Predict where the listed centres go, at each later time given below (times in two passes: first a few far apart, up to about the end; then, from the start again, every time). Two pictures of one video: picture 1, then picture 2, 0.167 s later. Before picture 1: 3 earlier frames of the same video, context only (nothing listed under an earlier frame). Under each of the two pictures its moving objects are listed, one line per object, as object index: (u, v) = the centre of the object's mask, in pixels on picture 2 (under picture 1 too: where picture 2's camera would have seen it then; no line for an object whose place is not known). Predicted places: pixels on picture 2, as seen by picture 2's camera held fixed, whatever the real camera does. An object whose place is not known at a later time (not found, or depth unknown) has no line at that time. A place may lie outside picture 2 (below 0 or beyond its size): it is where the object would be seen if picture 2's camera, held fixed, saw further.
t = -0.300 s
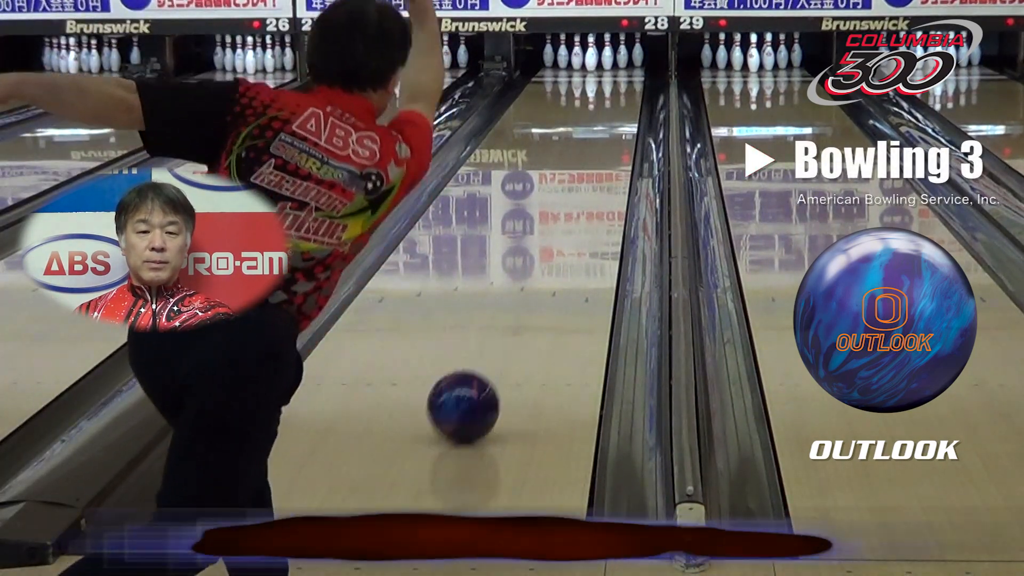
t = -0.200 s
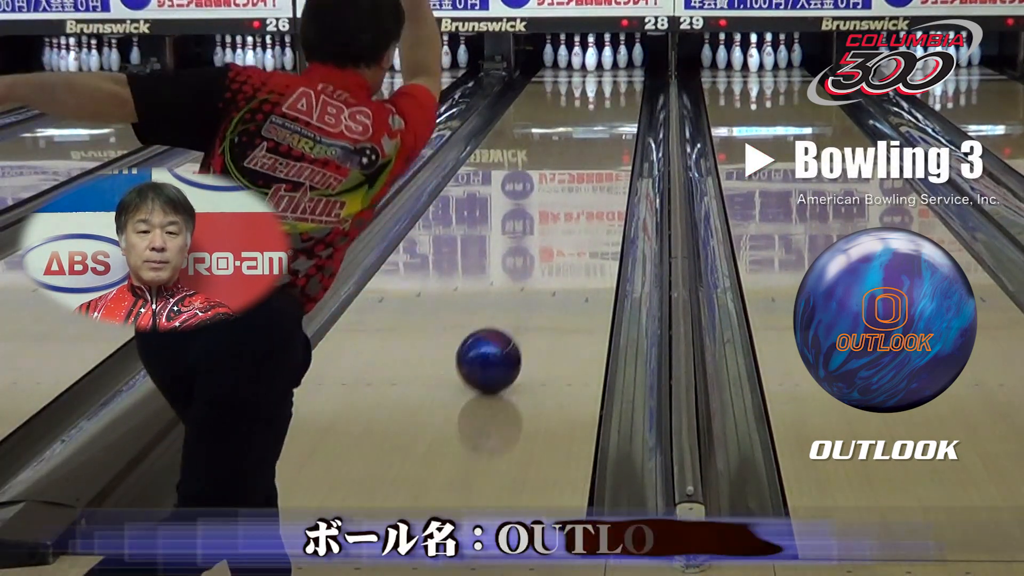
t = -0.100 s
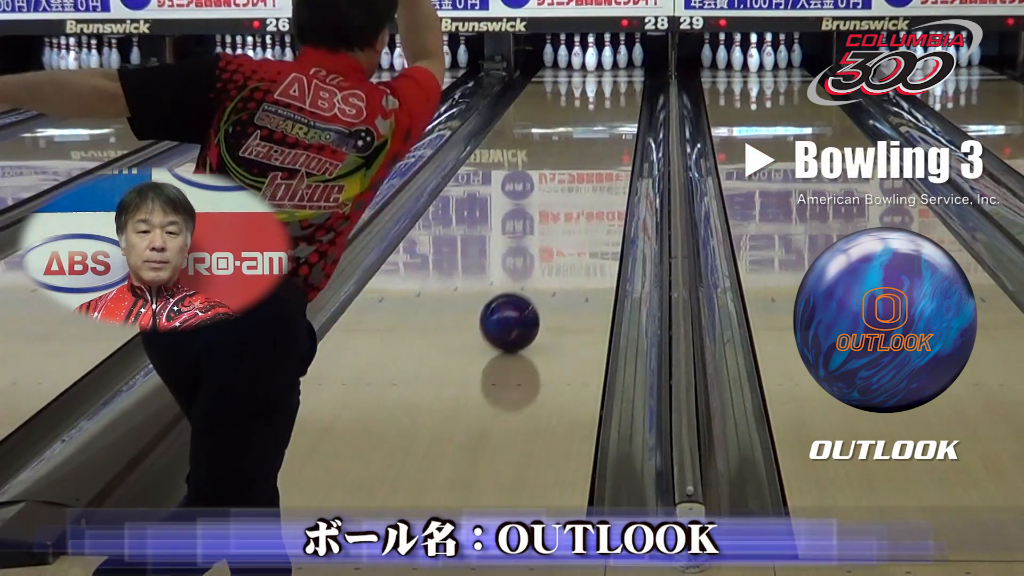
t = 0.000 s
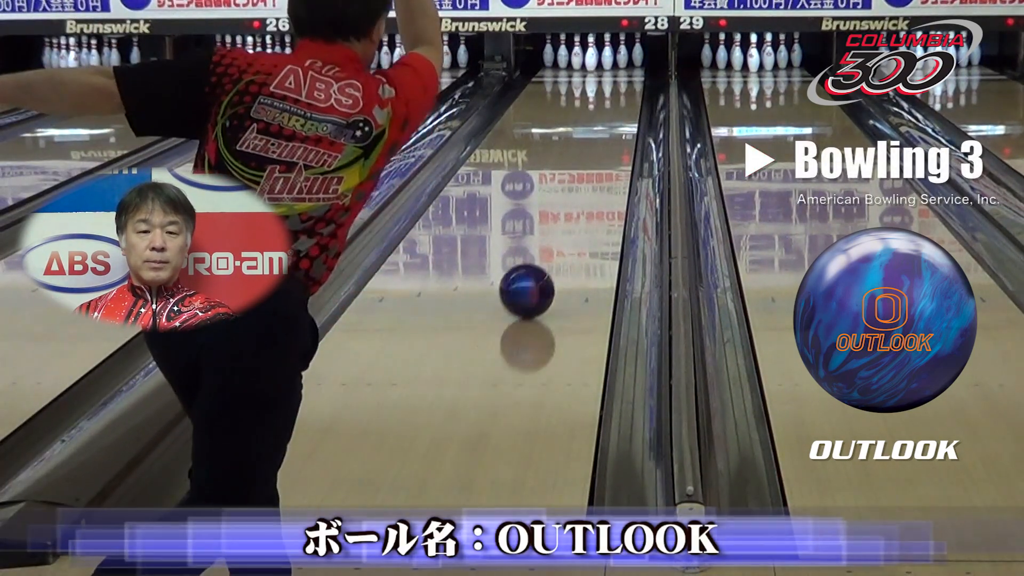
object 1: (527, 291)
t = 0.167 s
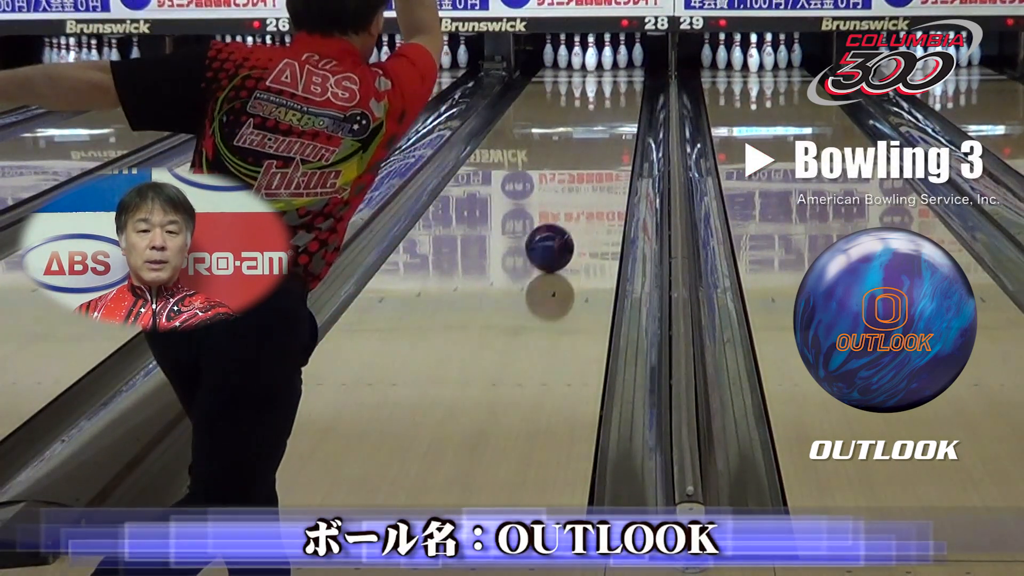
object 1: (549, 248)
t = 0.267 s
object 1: (560, 227)
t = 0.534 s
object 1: (581, 182)
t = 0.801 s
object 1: (595, 148)
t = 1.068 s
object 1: (604, 122)
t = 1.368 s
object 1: (609, 100)
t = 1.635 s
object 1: (608, 85)
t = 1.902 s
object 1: (603, 72)
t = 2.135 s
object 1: (596, 63)
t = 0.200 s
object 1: (553, 241)
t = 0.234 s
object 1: (557, 234)
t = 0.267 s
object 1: (560, 227)
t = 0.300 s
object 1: (563, 220)
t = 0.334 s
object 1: (566, 214)
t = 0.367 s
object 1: (569, 208)
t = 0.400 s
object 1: (572, 203)
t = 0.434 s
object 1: (574, 197)
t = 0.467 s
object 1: (577, 191)
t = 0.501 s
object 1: (579, 186)
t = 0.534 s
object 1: (581, 182)
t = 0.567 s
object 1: (584, 176)
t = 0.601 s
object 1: (585, 172)
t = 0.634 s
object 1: (587, 167)
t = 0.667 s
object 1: (589, 163)
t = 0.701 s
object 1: (591, 159)
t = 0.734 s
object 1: (592, 155)
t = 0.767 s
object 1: (594, 151)
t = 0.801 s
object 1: (595, 148)
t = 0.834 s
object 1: (597, 144)
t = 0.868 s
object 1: (598, 141)
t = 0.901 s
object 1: (599, 138)
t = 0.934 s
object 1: (600, 135)
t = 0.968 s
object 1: (601, 131)
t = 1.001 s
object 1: (602, 129)
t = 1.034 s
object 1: (603, 125)
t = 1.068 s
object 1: (604, 122)
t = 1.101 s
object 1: (605, 120)
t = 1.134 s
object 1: (606, 117)
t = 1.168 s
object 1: (606, 114)
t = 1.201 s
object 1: (607, 112)
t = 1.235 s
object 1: (607, 109)
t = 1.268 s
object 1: (608, 107)
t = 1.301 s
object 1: (608, 105)
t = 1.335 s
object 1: (609, 102)
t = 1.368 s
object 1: (609, 100)
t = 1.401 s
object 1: (609, 98)
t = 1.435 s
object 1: (609, 96)
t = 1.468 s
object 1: (609, 93)
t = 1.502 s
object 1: (609, 92)
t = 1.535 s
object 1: (609, 90)
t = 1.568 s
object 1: (608, 88)
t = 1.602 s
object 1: (608, 86)
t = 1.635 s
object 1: (608, 85)
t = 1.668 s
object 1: (607, 83)
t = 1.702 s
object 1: (607, 81)
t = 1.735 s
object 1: (606, 79)
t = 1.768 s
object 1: (606, 78)
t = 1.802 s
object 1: (605, 76)
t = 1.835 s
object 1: (604, 75)
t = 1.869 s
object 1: (604, 73)
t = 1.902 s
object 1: (603, 72)
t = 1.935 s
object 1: (602, 70)
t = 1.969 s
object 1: (601, 69)
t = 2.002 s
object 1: (600, 68)
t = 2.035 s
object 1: (599, 66)
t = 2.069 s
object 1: (597, 65)
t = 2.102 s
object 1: (597, 64)
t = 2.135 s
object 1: (596, 63)
